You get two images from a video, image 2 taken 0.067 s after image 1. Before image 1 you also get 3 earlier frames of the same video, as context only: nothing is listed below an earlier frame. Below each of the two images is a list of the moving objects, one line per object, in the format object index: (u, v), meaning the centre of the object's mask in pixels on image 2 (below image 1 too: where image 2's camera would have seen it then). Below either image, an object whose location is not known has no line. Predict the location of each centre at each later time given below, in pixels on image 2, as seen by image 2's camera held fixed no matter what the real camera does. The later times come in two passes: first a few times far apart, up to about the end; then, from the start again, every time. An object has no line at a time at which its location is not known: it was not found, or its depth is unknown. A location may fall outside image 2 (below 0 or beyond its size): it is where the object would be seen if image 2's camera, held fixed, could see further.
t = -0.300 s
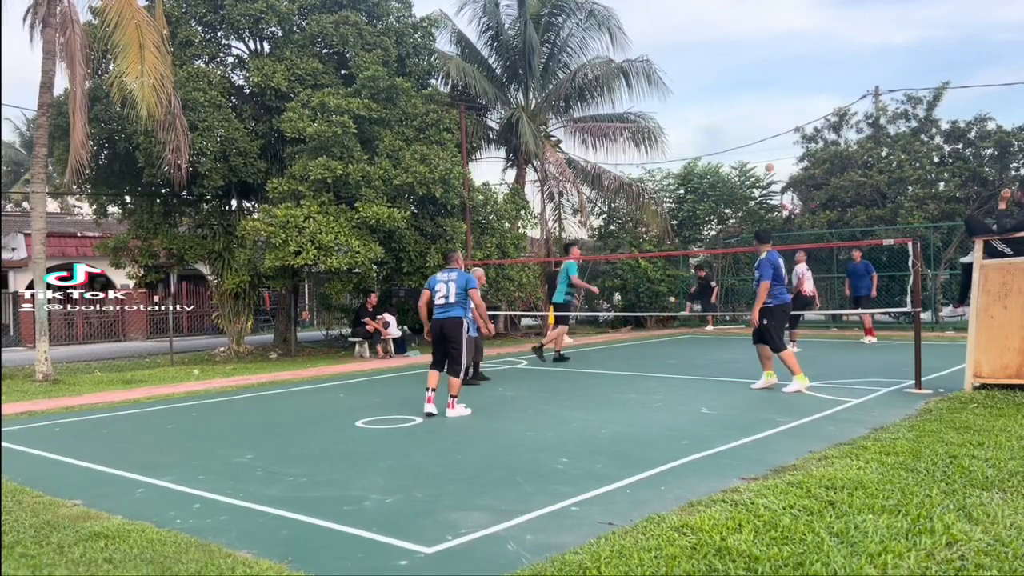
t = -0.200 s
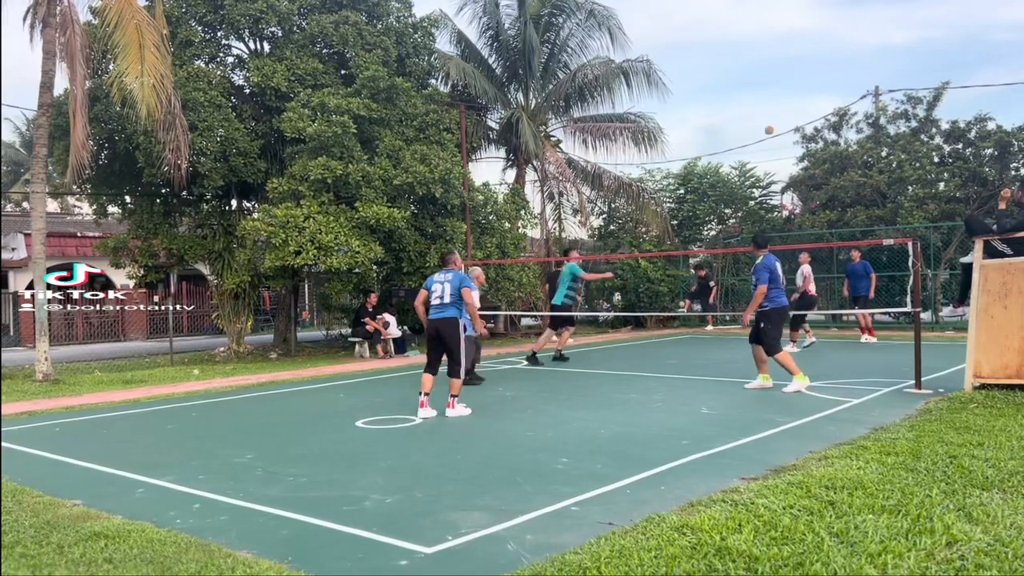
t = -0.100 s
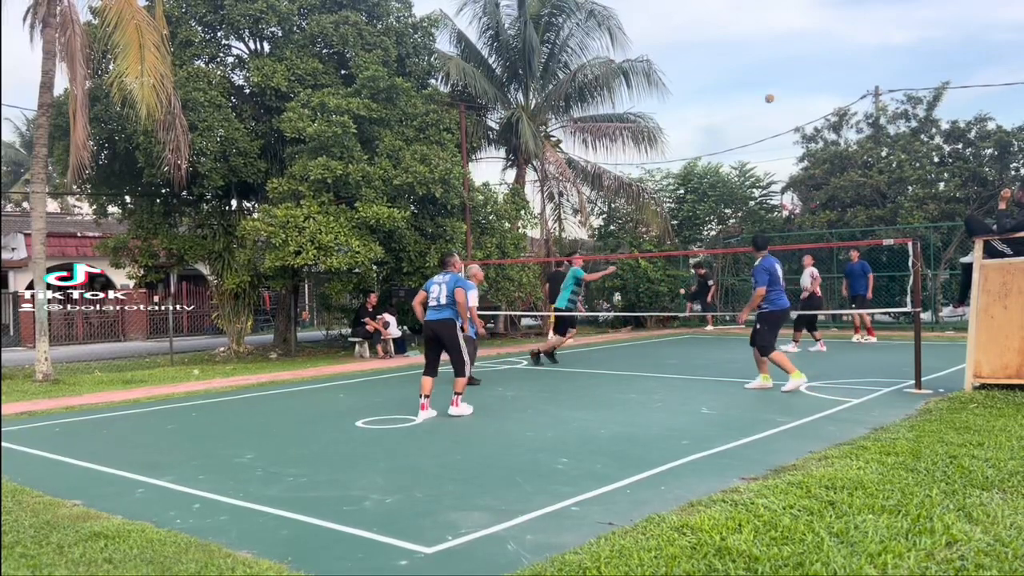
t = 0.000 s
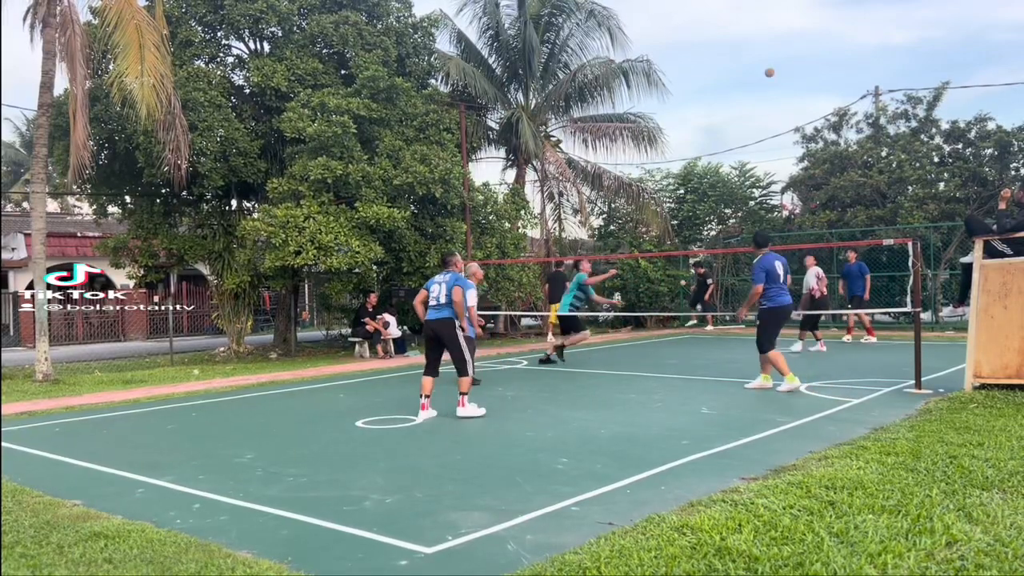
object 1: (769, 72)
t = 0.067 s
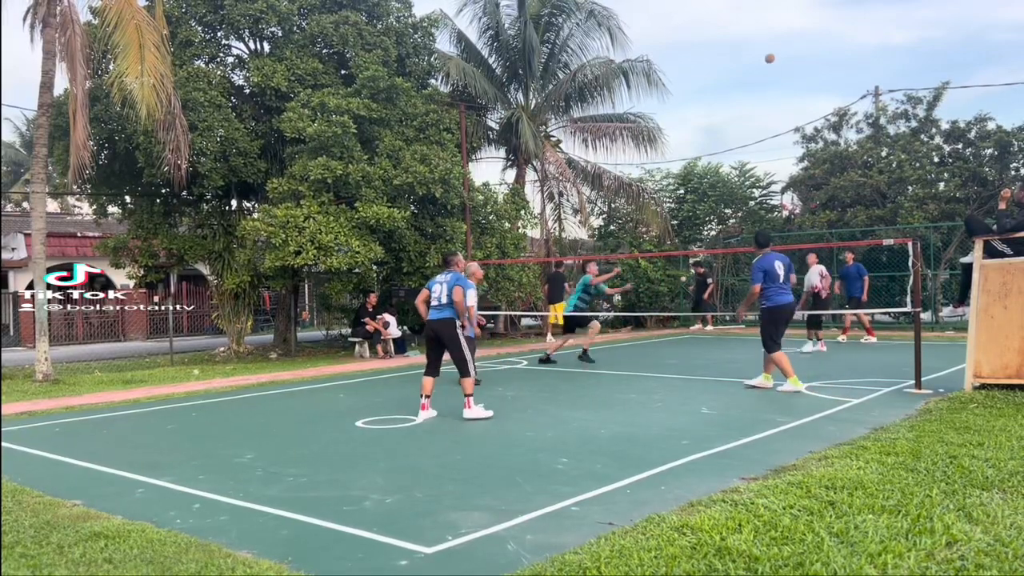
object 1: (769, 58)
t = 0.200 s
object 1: (770, 39)
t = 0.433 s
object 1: (772, 35)
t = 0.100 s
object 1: (770, 52)
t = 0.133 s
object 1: (770, 47)
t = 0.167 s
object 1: (770, 42)
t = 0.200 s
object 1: (770, 39)
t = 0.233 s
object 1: (770, 36)
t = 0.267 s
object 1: (770, 33)
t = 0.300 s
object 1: (770, 32)
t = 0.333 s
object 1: (771, 32)
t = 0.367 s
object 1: (771, 32)
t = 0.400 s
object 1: (771, 33)
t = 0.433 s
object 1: (772, 35)
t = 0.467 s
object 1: (772, 38)
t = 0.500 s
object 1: (772, 42)
